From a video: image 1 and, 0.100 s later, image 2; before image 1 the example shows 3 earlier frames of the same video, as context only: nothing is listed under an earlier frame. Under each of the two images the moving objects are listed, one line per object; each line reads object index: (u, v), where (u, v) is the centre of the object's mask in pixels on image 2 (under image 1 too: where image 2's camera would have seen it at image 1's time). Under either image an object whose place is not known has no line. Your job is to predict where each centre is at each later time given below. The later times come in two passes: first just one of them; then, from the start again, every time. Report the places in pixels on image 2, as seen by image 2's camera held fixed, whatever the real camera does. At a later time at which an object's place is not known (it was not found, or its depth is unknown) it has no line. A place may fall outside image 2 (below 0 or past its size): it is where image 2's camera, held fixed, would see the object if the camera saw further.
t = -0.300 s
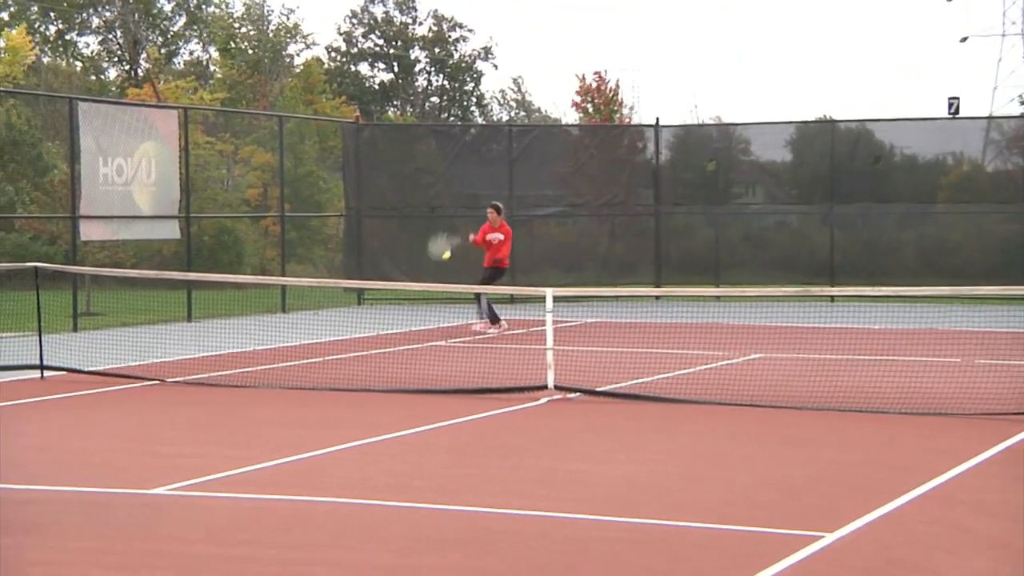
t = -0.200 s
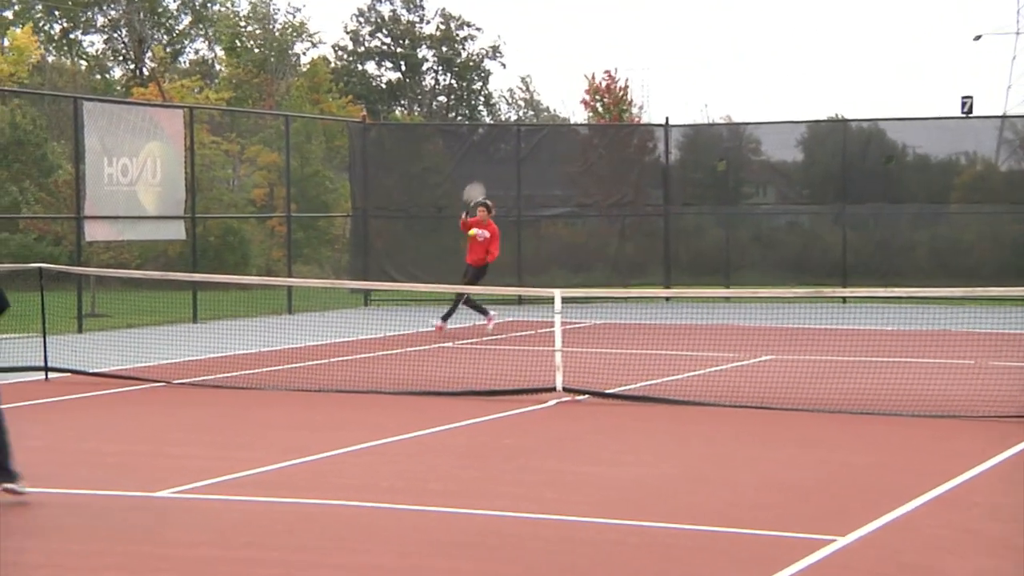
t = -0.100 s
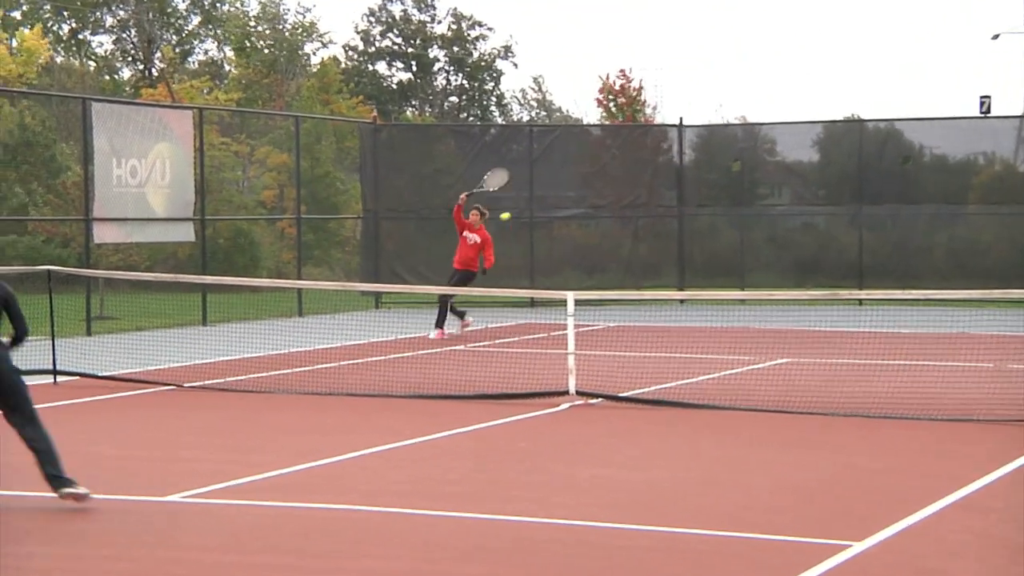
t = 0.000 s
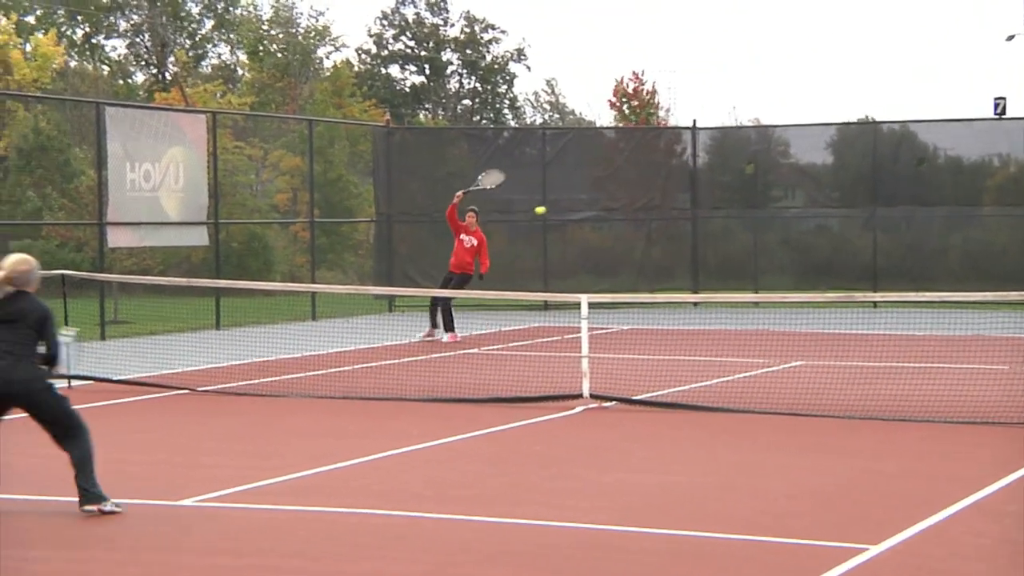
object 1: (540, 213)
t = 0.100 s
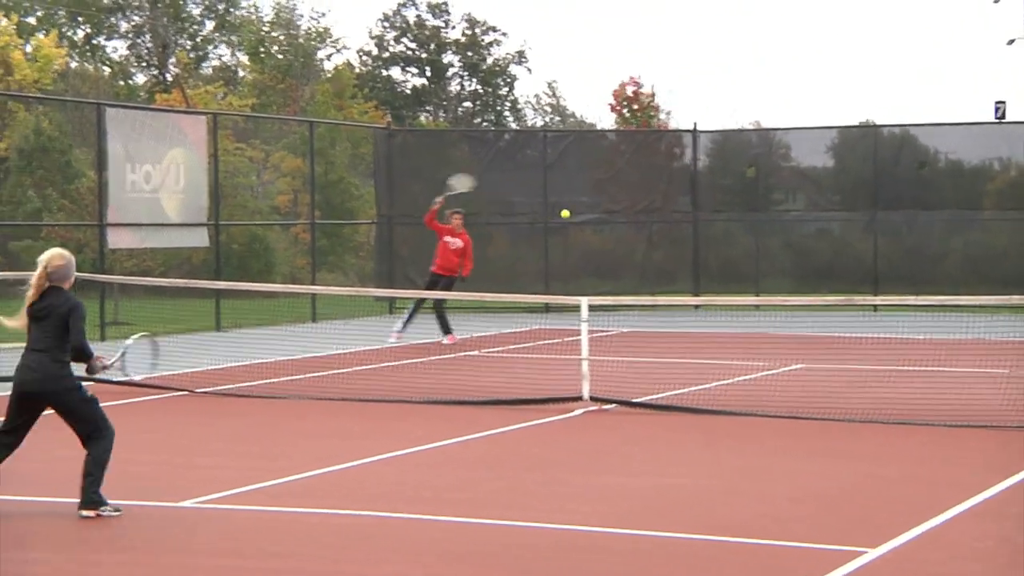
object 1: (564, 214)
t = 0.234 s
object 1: (600, 235)
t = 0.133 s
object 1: (572, 217)
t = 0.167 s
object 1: (581, 221)
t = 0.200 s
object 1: (590, 227)
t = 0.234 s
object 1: (600, 235)
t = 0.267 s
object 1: (610, 245)
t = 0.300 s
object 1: (620, 256)
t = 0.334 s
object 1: (631, 271)
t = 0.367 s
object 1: (643, 286)
